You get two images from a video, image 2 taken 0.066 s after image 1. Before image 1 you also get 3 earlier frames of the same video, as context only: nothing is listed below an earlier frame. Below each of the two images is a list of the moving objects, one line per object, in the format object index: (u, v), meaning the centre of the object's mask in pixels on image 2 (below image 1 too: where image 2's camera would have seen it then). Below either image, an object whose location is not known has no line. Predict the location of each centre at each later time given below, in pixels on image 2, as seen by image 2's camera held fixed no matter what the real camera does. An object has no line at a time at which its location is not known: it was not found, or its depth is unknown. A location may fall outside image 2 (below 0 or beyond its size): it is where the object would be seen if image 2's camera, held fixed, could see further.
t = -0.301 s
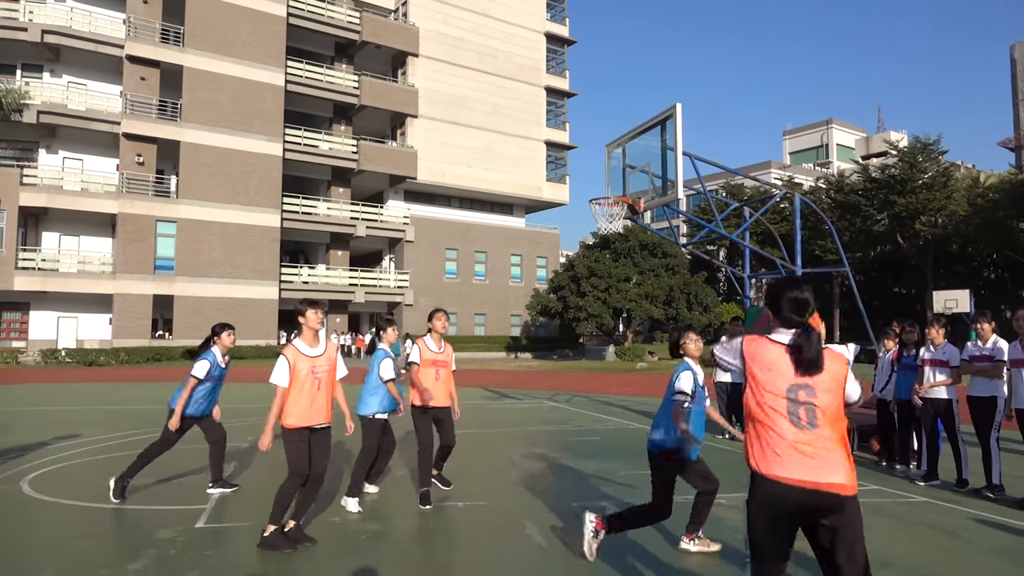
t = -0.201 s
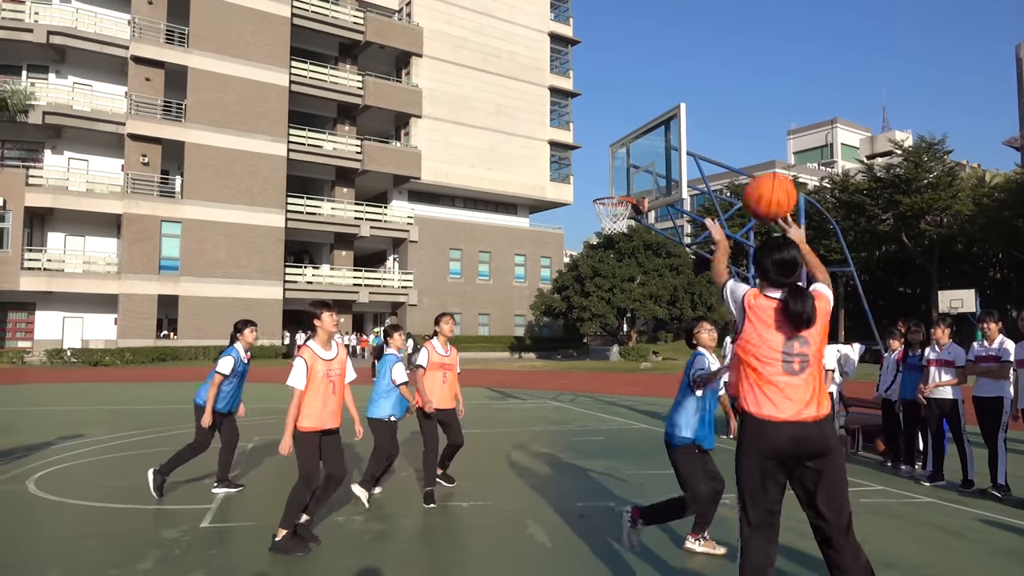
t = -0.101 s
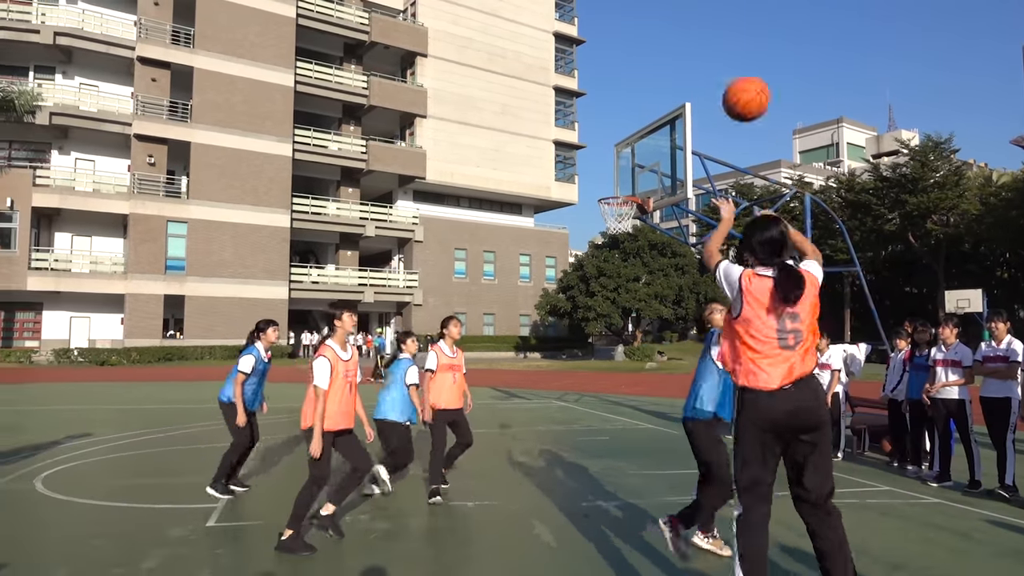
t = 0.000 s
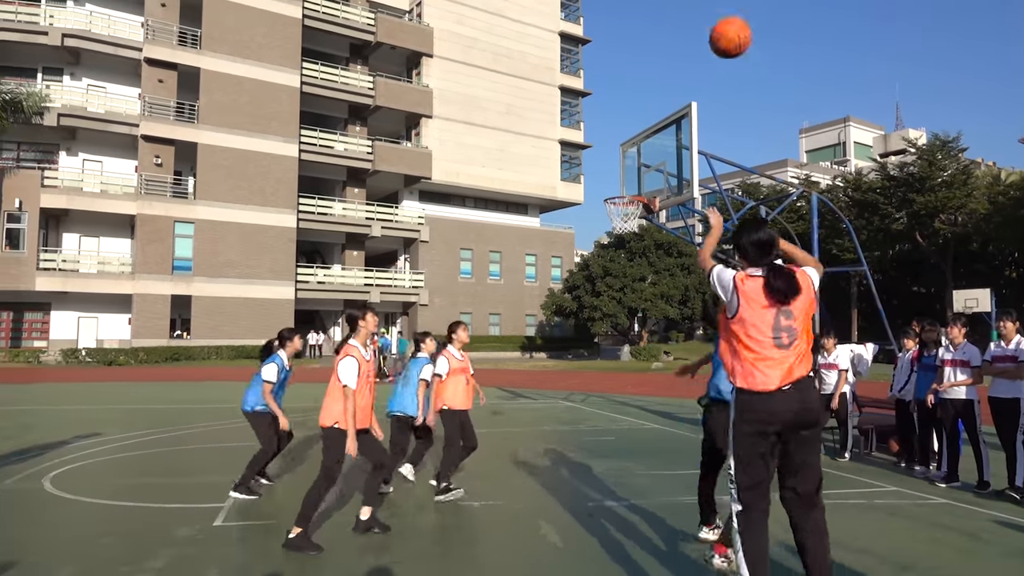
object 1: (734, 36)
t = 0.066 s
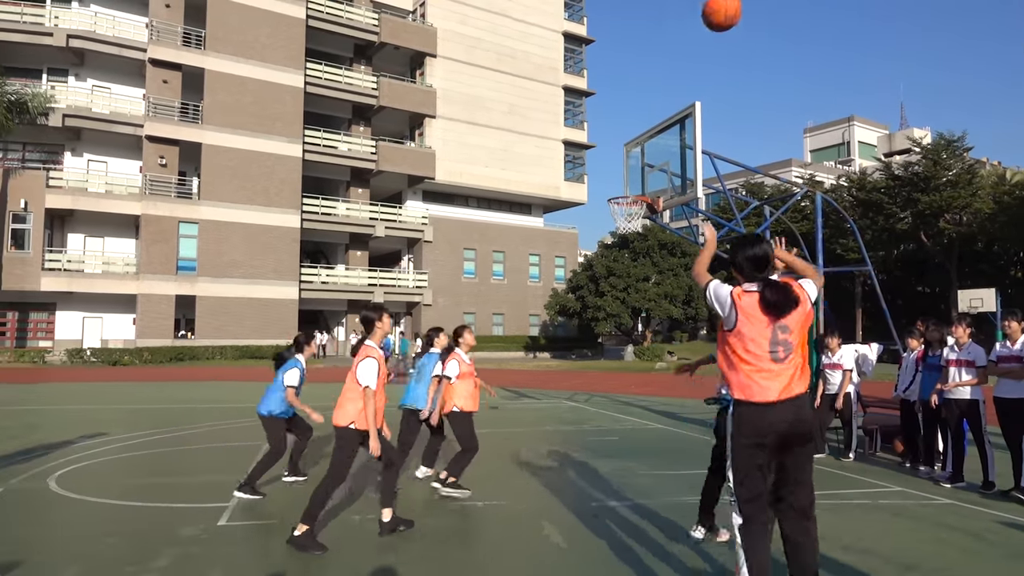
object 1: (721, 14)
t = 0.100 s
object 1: (715, 10)
